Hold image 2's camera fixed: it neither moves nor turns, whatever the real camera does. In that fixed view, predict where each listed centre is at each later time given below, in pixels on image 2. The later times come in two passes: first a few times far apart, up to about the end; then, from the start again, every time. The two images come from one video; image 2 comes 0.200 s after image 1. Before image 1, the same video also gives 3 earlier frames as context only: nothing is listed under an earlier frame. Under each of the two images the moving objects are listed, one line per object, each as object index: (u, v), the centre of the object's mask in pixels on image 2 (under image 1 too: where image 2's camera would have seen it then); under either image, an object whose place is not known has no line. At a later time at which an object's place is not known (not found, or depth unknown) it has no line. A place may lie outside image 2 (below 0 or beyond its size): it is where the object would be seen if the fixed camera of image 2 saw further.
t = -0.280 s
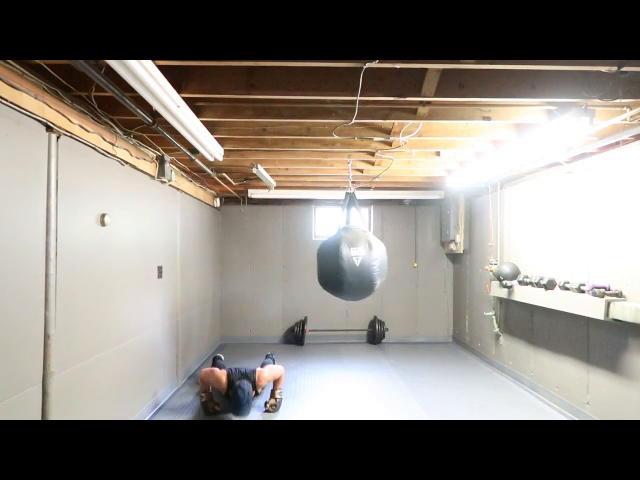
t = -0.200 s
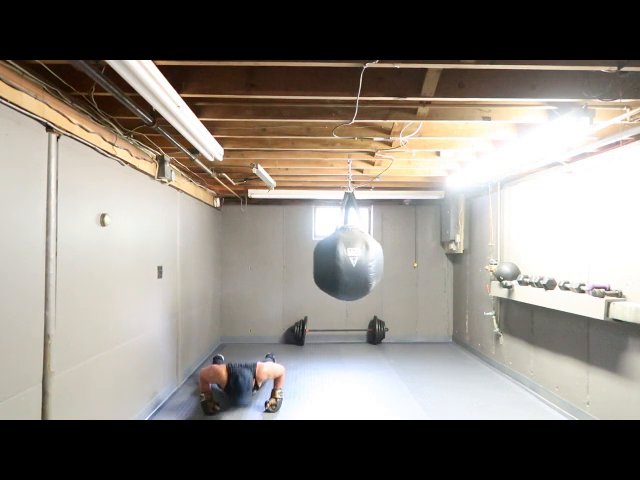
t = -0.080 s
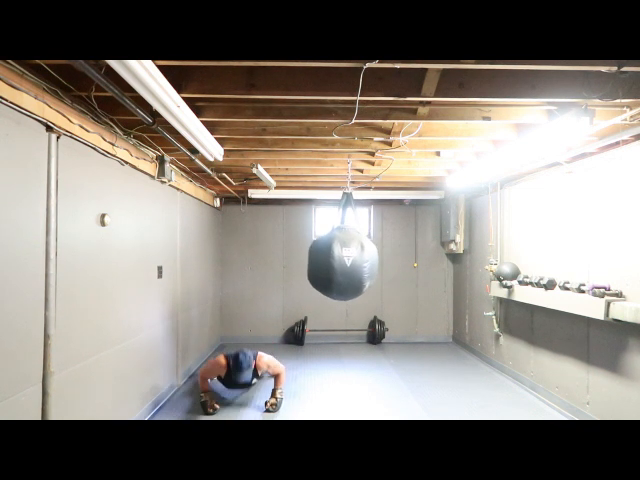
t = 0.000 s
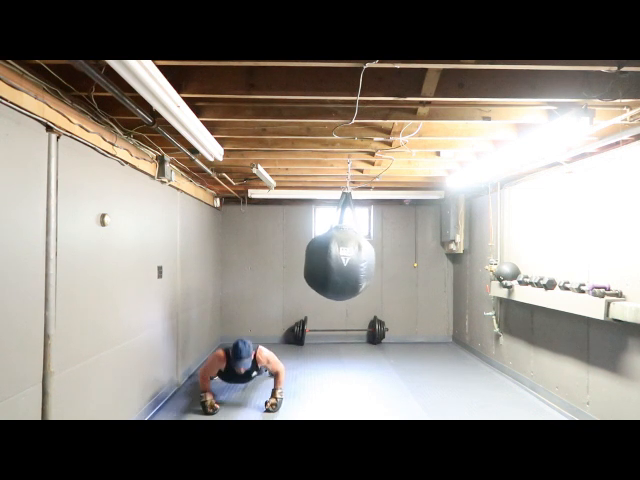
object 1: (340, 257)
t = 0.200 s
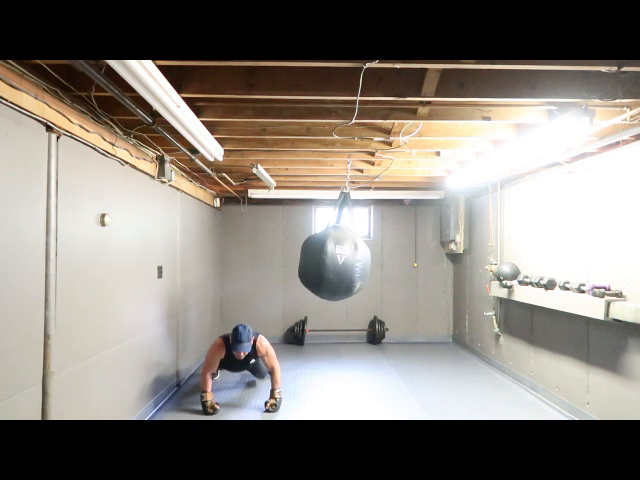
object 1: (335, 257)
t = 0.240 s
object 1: (335, 257)
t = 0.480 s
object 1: (337, 258)
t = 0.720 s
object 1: (347, 258)
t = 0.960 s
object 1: (357, 258)
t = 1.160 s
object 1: (362, 257)
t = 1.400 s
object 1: (362, 257)
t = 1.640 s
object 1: (354, 257)
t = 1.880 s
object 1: (344, 257)
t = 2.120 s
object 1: (337, 257)
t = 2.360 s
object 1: (336, 257)
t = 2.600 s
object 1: (343, 258)
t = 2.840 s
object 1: (353, 258)
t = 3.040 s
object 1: (360, 258)
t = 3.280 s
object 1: (362, 257)
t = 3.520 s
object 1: (358, 257)
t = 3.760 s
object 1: (348, 258)
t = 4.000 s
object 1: (340, 258)
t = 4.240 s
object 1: (336, 257)
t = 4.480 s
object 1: (339, 258)
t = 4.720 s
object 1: (348, 258)
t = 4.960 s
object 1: (357, 258)
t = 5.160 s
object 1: (361, 257)
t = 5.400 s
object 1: (359, 257)
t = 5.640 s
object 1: (352, 257)
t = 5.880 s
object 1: (344, 258)
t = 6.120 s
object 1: (338, 258)
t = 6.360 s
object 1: (338, 258)
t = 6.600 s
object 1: (344, 258)
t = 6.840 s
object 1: (353, 258)
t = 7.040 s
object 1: (359, 258)
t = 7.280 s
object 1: (360, 257)
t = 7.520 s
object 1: (355, 257)
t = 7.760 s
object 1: (347, 257)
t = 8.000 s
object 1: (340, 258)
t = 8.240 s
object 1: (338, 258)
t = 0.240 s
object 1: (335, 257)
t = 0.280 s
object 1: (335, 257)
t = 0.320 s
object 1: (335, 257)
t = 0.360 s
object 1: (335, 257)
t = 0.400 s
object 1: (336, 258)
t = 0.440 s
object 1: (336, 258)
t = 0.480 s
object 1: (337, 258)
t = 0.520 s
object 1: (339, 258)
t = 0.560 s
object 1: (340, 258)
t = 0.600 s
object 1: (342, 258)
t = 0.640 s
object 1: (343, 258)
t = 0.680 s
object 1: (345, 258)
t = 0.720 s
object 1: (347, 258)
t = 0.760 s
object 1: (349, 258)
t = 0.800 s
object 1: (350, 258)
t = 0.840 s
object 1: (352, 258)
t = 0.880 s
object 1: (354, 258)
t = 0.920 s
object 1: (356, 258)
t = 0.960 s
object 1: (357, 258)
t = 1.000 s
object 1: (359, 258)
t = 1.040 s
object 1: (360, 257)
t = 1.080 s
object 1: (361, 257)
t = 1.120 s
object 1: (362, 257)
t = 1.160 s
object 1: (362, 257)
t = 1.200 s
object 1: (363, 257)
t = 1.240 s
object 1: (363, 257)
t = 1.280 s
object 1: (363, 257)
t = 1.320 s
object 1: (363, 257)
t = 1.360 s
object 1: (362, 257)
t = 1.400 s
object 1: (362, 257)
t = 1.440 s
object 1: (361, 257)
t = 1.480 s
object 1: (360, 257)
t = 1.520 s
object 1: (359, 257)
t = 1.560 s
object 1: (357, 257)
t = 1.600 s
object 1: (356, 257)
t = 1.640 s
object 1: (354, 257)
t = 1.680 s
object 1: (353, 257)
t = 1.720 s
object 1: (351, 260)
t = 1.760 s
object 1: (349, 258)
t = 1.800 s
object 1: (348, 257)
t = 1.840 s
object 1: (346, 257)
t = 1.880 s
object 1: (344, 257)
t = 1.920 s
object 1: (343, 257)
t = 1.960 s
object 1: (341, 257)
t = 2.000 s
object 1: (340, 257)
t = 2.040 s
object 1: (339, 257)
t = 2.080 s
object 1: (338, 257)
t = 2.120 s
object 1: (337, 257)
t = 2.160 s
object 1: (336, 257)
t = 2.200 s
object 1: (336, 257)
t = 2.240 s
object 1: (336, 257)
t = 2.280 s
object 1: (336, 257)
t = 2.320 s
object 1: (336, 257)
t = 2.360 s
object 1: (336, 257)
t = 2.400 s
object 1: (337, 257)
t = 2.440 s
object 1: (337, 257)
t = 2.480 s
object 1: (338, 258)
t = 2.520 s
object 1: (340, 258)
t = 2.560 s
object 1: (341, 258)
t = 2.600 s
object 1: (343, 258)
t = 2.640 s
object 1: (344, 258)
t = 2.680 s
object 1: (346, 258)
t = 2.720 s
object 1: (347, 258)
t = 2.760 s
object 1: (349, 258)
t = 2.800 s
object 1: (351, 258)
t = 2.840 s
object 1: (353, 258)
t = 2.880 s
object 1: (354, 258)
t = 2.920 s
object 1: (356, 258)
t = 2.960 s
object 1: (357, 258)
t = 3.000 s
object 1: (359, 258)
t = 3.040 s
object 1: (360, 258)
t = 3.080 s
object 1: (361, 257)
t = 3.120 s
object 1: (361, 257)
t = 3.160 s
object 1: (362, 257)
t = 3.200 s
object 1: (362, 257)
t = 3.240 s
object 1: (362, 257)
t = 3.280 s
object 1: (362, 257)
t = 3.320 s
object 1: (362, 257)
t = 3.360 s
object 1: (361, 257)
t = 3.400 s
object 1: (360, 257)
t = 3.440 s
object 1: (360, 257)
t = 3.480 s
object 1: (359, 257)
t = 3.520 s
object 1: (358, 257)
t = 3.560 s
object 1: (356, 257)
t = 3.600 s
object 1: (355, 259)
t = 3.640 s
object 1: (353, 257)
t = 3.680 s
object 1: (352, 258)
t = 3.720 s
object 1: (350, 259)
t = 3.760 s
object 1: (348, 258)
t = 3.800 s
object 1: (347, 258)
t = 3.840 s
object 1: (345, 258)
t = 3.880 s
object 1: (344, 258)
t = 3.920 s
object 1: (342, 258)
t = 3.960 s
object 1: (341, 258)
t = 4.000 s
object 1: (340, 258)
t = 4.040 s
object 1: (339, 258)
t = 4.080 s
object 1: (338, 258)
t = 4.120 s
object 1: (337, 257)
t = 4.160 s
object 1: (337, 257)
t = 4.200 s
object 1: (336, 257)
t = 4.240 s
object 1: (336, 257)
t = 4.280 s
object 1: (336, 257)
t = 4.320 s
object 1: (336, 258)
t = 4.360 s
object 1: (337, 258)
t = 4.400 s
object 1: (337, 258)
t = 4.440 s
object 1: (338, 258)
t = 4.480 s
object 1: (339, 258)
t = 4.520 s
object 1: (341, 258)
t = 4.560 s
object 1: (342, 258)
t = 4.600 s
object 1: (344, 258)
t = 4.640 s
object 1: (345, 258)
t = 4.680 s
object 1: (347, 258)
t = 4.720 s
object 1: (348, 258)
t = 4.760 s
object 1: (350, 258)
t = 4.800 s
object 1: (351, 258)
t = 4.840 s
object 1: (353, 258)
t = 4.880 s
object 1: (355, 258)
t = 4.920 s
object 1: (356, 258)
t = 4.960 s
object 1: (357, 258)
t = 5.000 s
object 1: (358, 258)
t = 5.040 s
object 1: (359, 257)
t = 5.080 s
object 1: (360, 257)
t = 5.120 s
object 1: (361, 257)
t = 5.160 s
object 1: (361, 257)
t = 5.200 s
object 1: (361, 257)
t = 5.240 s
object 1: (361, 257)
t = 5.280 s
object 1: (361, 257)
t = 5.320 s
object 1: (361, 257)
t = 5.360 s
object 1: (360, 257)
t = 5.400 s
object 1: (359, 257)
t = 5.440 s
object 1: (358, 257)
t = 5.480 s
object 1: (357, 257)
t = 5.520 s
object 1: (356, 257)
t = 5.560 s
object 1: (355, 259)
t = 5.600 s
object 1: (354, 257)
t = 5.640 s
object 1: (352, 257)
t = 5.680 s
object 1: (350, 259)
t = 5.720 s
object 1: (349, 260)
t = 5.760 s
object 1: (348, 258)
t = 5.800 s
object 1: (346, 260)
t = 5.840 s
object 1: (345, 260)
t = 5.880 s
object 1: (344, 258)
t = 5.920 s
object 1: (342, 258)
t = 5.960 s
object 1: (341, 258)
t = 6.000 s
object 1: (340, 258)
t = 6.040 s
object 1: (339, 258)
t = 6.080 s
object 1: (338, 258)
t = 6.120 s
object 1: (338, 258)
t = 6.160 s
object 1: (337, 258)
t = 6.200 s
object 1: (337, 257)
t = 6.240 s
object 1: (337, 258)
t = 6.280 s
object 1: (337, 258)
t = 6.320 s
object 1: (337, 258)
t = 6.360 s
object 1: (338, 258)
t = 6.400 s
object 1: (339, 258)
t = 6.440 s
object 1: (340, 258)
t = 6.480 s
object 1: (341, 258)
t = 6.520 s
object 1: (342, 258)
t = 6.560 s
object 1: (343, 258)
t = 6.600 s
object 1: (344, 258)
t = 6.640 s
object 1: (346, 258)
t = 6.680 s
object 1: (347, 258)
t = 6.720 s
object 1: (349, 258)
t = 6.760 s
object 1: (350, 258)
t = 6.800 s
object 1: (352, 258)
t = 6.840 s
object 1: (353, 258)
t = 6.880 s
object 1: (355, 258)
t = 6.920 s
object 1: (356, 258)
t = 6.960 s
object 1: (357, 258)
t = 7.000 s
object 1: (358, 258)
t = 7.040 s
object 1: (359, 258)
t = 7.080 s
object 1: (360, 258)
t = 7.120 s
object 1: (360, 258)
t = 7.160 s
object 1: (360, 257)
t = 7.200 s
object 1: (360, 257)
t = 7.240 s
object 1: (360, 257)
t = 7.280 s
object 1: (360, 257)
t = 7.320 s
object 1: (360, 257)
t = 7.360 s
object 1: (359, 257)
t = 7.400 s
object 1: (358, 257)
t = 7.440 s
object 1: (357, 257)
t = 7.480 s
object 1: (356, 257)
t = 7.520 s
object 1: (355, 257)
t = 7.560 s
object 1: (354, 257)
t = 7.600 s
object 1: (353, 259)
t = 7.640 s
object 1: (351, 257)
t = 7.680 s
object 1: (350, 257)
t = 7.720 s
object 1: (349, 257)
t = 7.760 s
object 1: (347, 257)
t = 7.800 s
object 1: (346, 257)
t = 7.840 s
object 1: (345, 258)
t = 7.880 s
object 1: (343, 258)
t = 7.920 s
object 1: (342, 258)
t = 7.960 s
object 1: (341, 258)
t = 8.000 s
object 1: (340, 258)
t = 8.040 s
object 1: (340, 258)
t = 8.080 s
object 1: (339, 258)
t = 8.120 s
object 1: (338, 258)
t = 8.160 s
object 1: (338, 258)
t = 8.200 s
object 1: (338, 258)
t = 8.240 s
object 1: (338, 258)
